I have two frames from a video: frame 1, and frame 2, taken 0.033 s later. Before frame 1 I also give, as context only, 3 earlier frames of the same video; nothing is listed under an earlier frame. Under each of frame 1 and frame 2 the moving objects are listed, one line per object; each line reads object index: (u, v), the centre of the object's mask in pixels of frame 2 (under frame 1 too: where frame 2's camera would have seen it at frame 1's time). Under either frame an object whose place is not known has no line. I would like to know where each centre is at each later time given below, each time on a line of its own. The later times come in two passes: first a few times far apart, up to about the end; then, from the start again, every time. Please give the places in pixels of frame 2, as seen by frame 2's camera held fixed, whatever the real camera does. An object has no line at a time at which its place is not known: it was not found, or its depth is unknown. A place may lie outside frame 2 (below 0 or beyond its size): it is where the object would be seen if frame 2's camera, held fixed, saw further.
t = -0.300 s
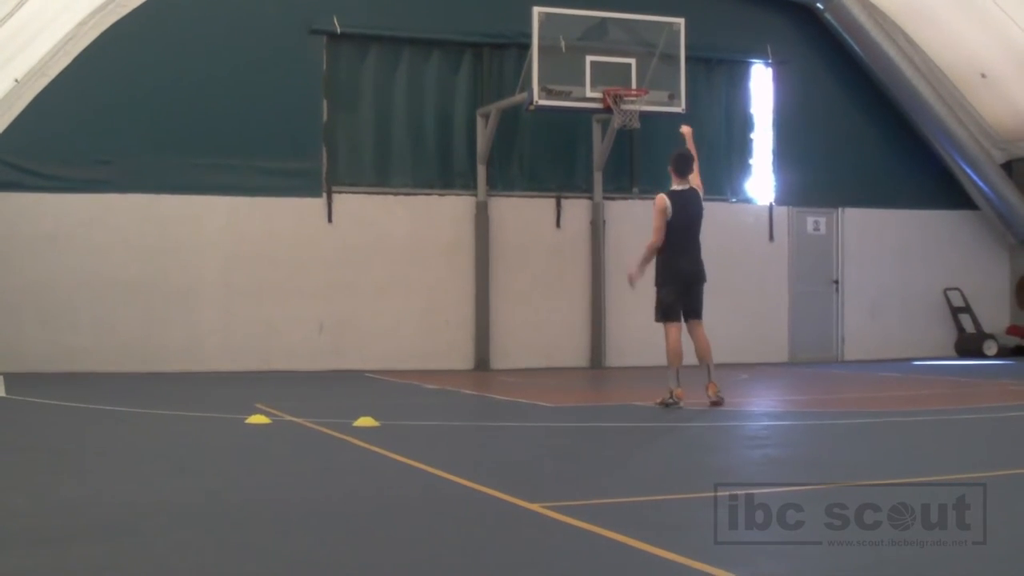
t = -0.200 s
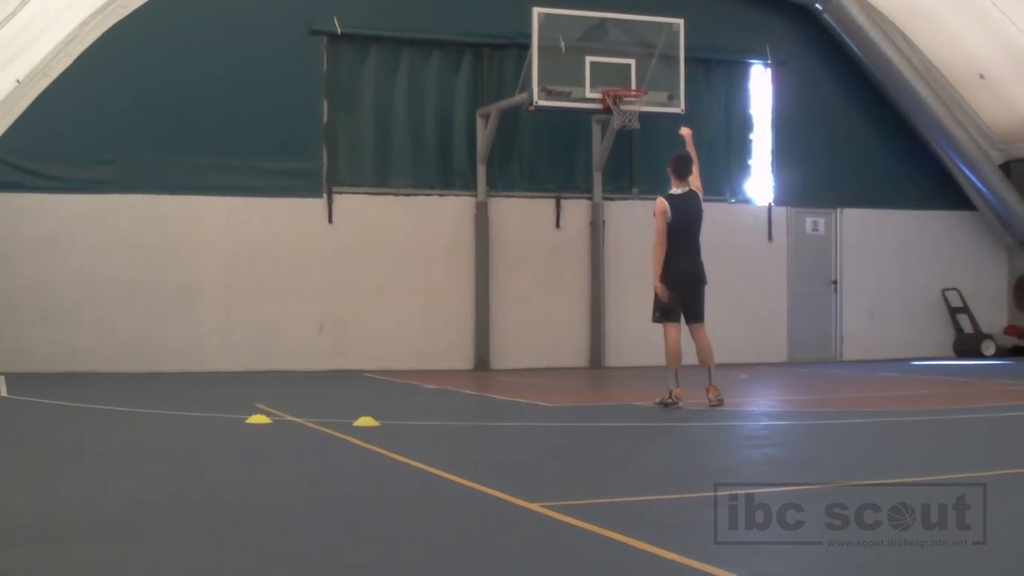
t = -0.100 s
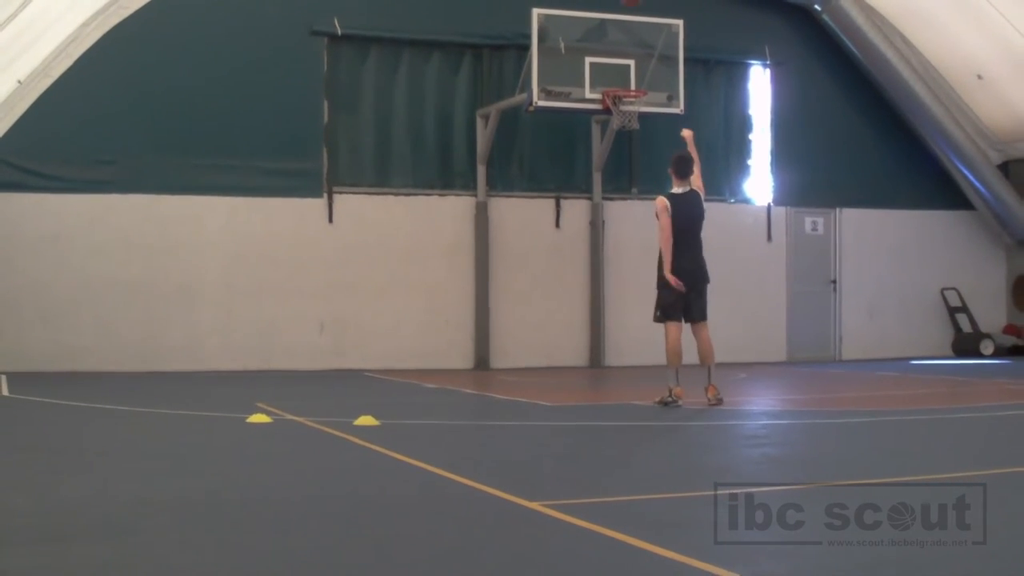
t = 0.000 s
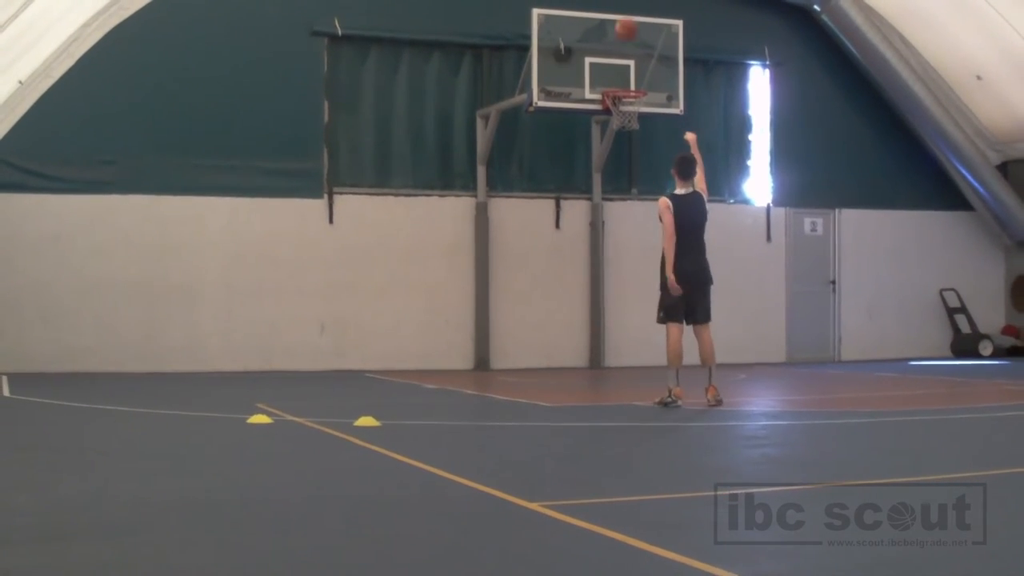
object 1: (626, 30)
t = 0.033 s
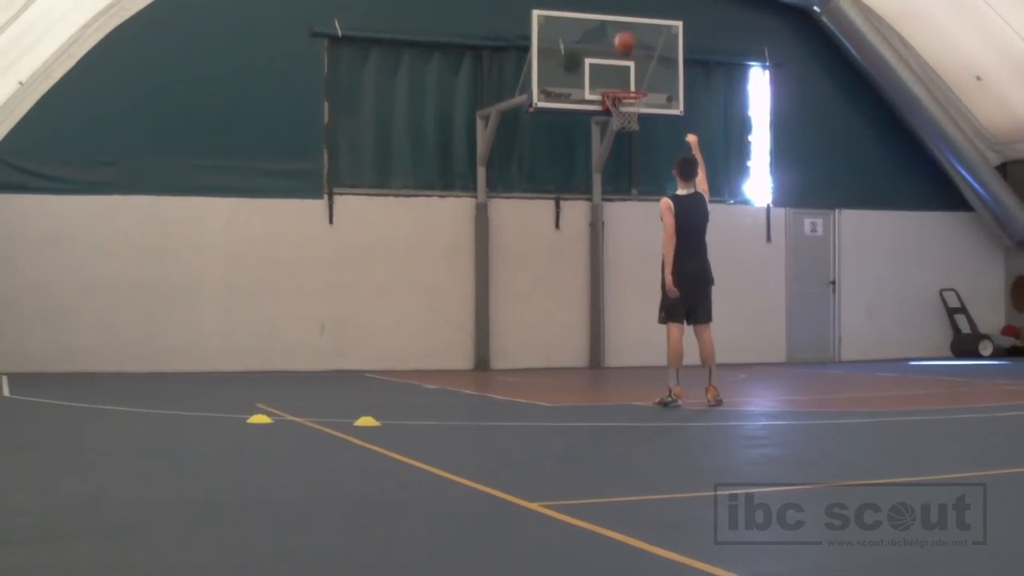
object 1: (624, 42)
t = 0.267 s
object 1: (610, 101)
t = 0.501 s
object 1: (603, 112)
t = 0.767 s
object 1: (616, 177)
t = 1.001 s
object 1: (629, 295)
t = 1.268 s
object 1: (645, 293)
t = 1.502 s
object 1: (660, 220)
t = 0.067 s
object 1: (623, 57)
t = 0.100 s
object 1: (622, 72)
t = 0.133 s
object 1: (619, 84)
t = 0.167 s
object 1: (626, 92)
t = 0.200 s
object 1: (632, 95)
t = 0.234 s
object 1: (622, 99)
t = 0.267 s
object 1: (610, 101)
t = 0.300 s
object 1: (603, 105)
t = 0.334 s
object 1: (601, 109)
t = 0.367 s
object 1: (601, 107)
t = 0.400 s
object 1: (600, 107)
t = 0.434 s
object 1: (601, 107)
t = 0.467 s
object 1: (602, 109)
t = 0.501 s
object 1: (603, 112)
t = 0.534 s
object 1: (604, 118)
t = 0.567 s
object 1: (606, 123)
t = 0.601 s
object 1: (607, 129)
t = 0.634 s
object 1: (609, 136)
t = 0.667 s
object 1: (610, 145)
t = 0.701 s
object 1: (612, 155)
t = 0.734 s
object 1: (614, 166)
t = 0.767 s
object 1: (616, 177)
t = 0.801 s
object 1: (618, 190)
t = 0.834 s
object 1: (620, 206)
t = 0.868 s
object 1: (621, 221)
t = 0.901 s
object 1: (623, 238)
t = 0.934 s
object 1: (625, 256)
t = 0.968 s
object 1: (628, 275)
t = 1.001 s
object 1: (629, 295)
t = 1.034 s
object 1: (631, 315)
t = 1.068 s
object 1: (632, 337)
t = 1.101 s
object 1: (633, 358)
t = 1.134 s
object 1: (636, 357)
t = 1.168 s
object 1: (638, 341)
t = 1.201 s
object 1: (641, 324)
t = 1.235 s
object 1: (643, 308)
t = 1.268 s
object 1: (645, 293)
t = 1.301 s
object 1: (647, 280)
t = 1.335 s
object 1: (649, 268)
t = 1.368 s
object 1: (651, 256)
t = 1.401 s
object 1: (654, 246)
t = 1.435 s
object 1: (656, 236)
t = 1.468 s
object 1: (658, 227)
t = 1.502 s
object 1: (660, 220)
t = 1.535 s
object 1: (663, 213)
